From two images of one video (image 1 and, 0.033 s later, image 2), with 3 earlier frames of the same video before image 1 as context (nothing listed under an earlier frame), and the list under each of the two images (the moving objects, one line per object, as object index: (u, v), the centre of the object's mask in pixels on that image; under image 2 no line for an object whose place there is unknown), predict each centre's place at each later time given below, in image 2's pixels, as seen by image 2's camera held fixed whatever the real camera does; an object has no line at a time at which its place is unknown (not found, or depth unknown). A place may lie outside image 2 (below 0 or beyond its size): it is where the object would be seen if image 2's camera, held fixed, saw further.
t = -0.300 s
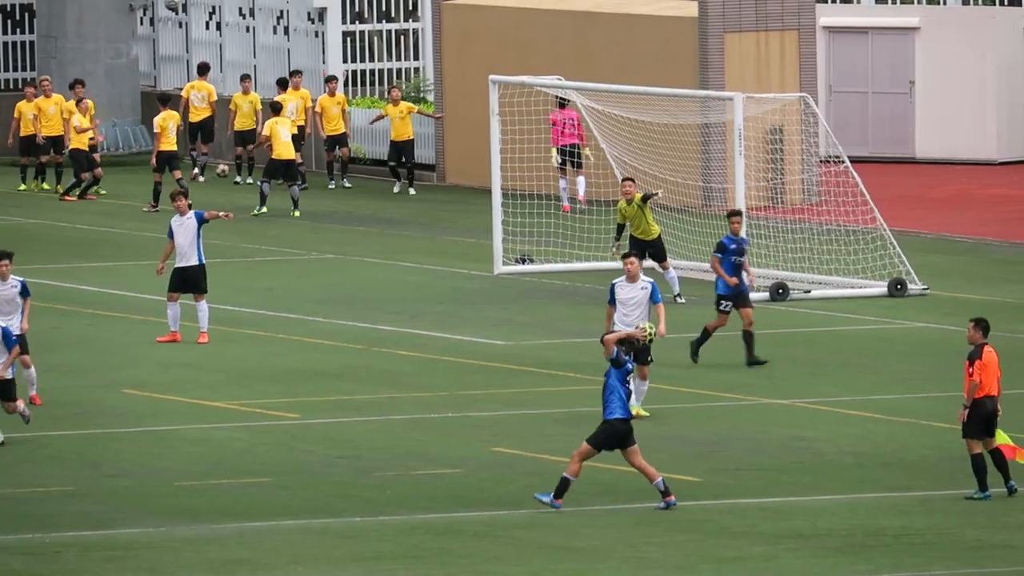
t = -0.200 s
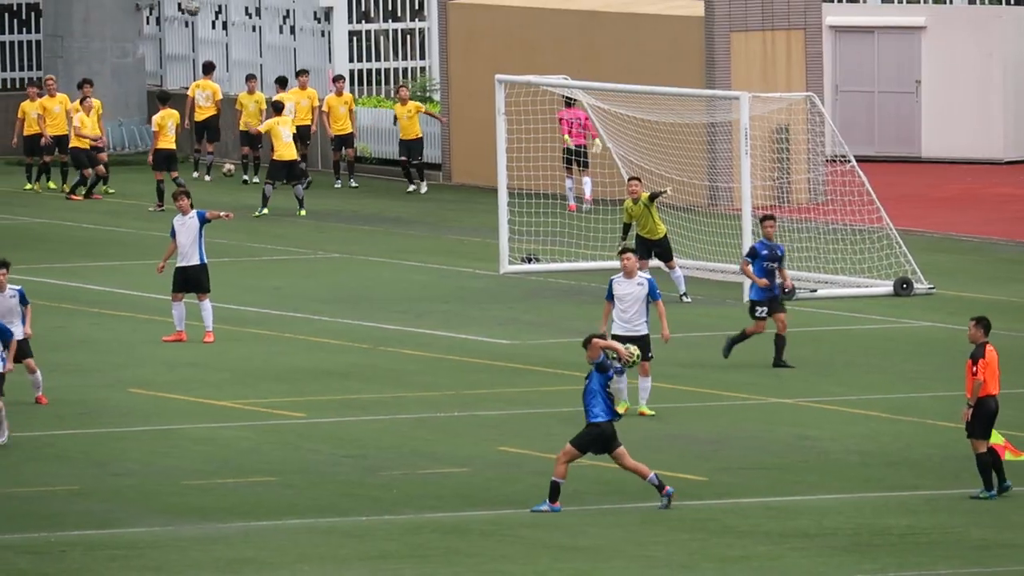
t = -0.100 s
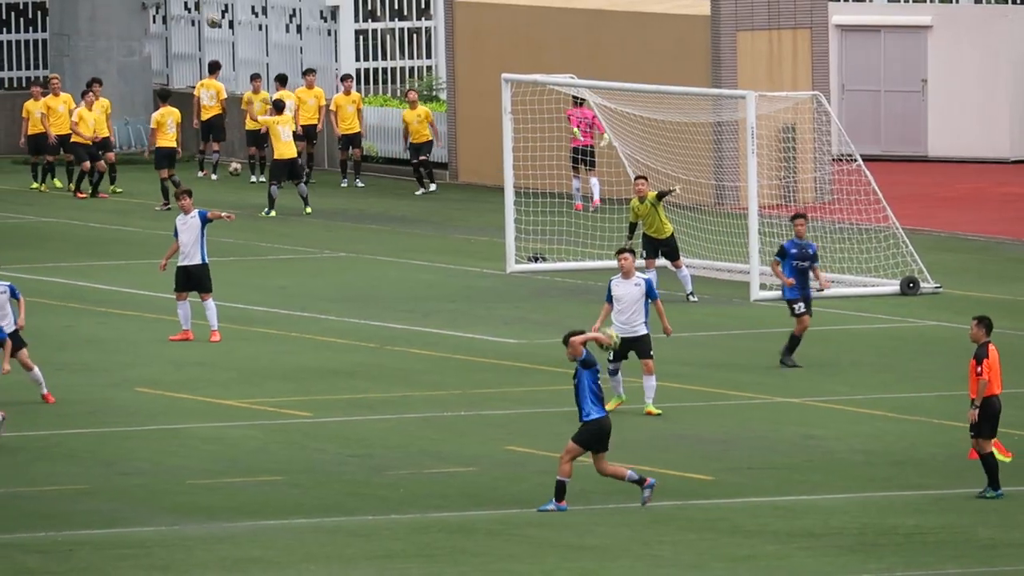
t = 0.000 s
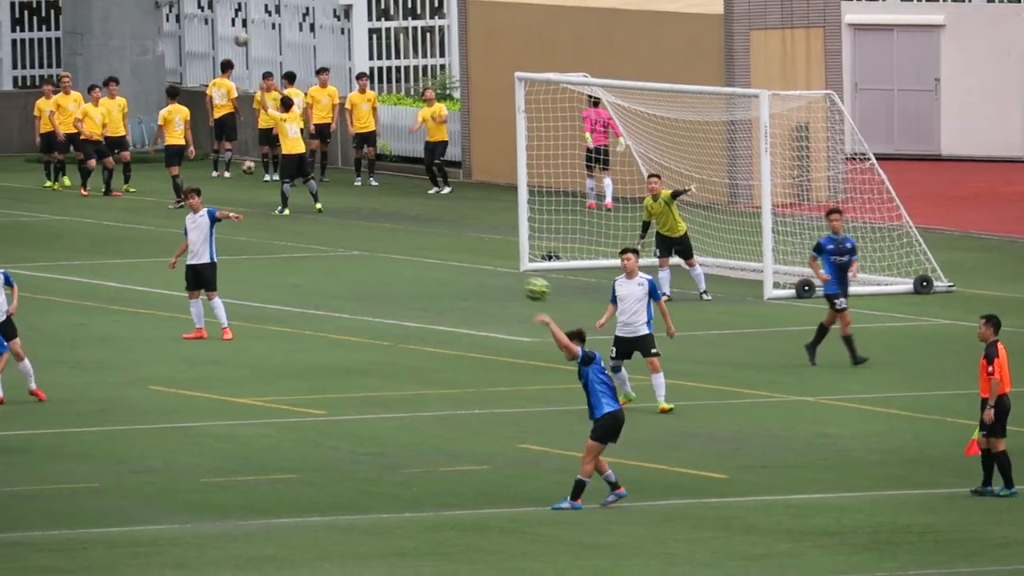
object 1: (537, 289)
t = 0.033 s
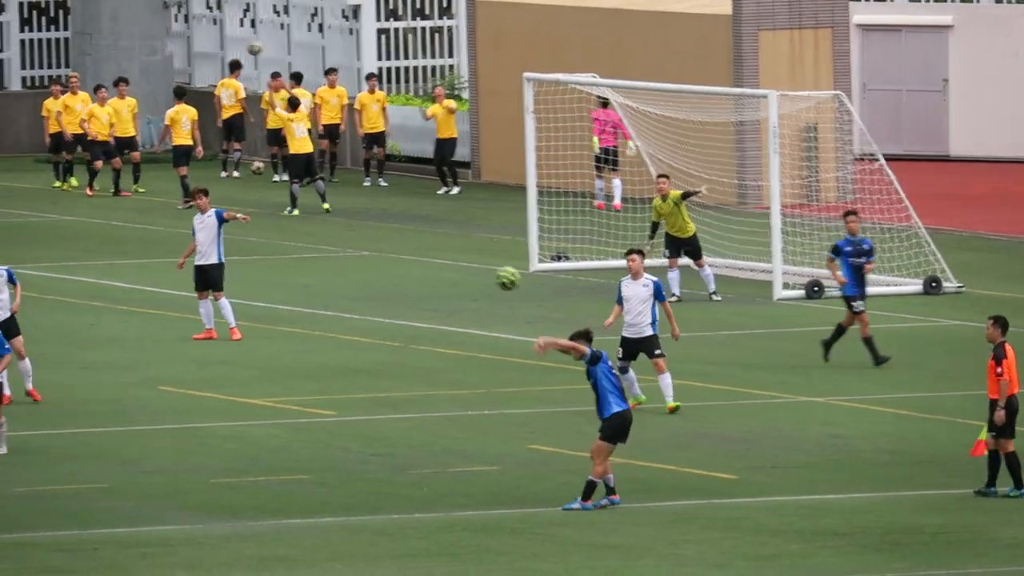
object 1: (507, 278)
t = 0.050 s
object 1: (488, 272)
